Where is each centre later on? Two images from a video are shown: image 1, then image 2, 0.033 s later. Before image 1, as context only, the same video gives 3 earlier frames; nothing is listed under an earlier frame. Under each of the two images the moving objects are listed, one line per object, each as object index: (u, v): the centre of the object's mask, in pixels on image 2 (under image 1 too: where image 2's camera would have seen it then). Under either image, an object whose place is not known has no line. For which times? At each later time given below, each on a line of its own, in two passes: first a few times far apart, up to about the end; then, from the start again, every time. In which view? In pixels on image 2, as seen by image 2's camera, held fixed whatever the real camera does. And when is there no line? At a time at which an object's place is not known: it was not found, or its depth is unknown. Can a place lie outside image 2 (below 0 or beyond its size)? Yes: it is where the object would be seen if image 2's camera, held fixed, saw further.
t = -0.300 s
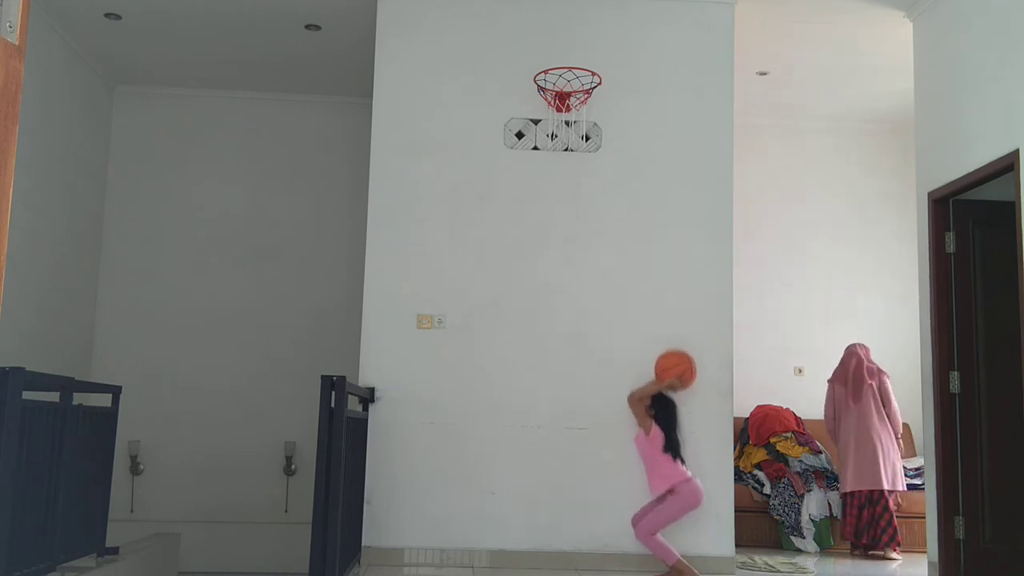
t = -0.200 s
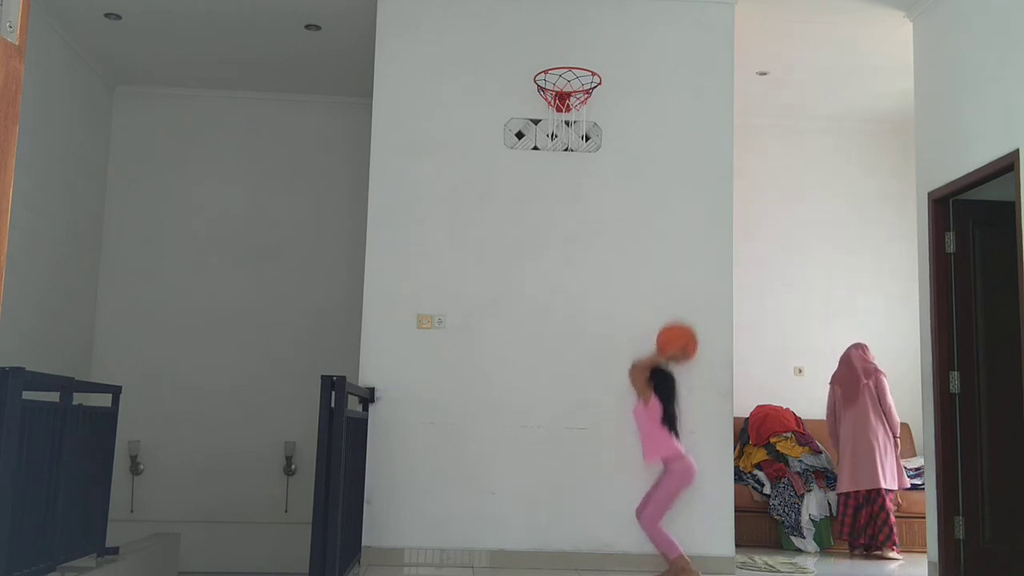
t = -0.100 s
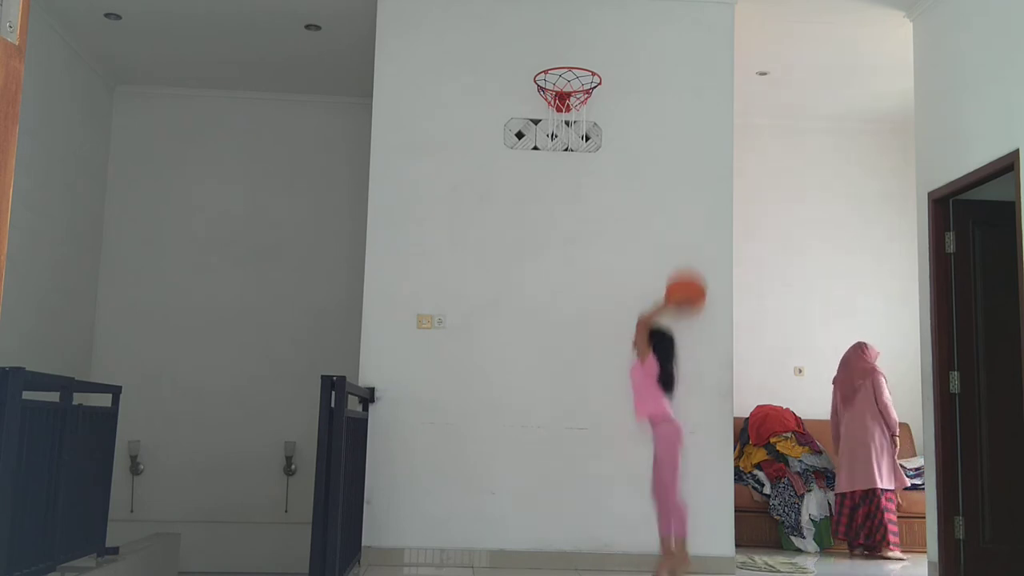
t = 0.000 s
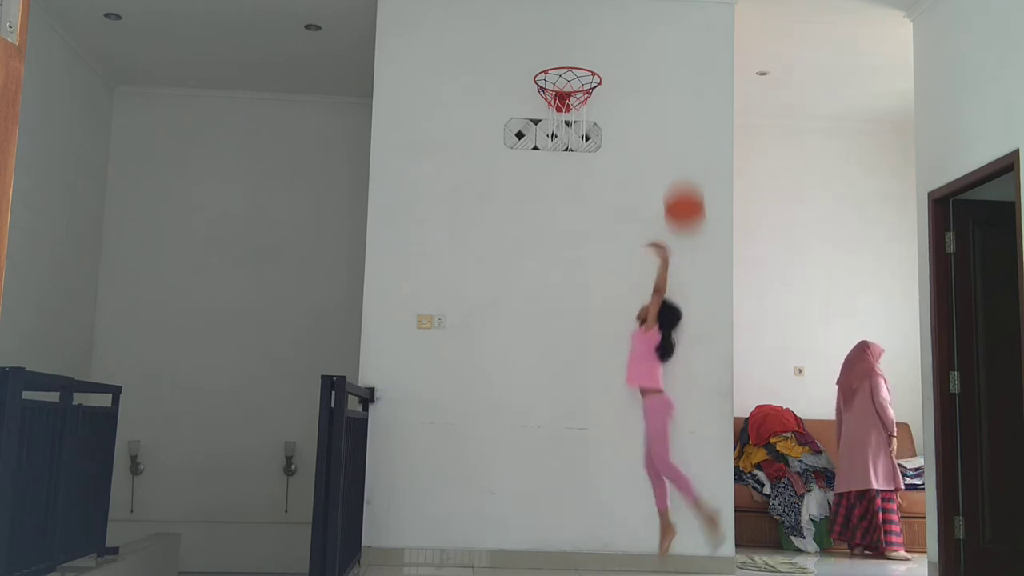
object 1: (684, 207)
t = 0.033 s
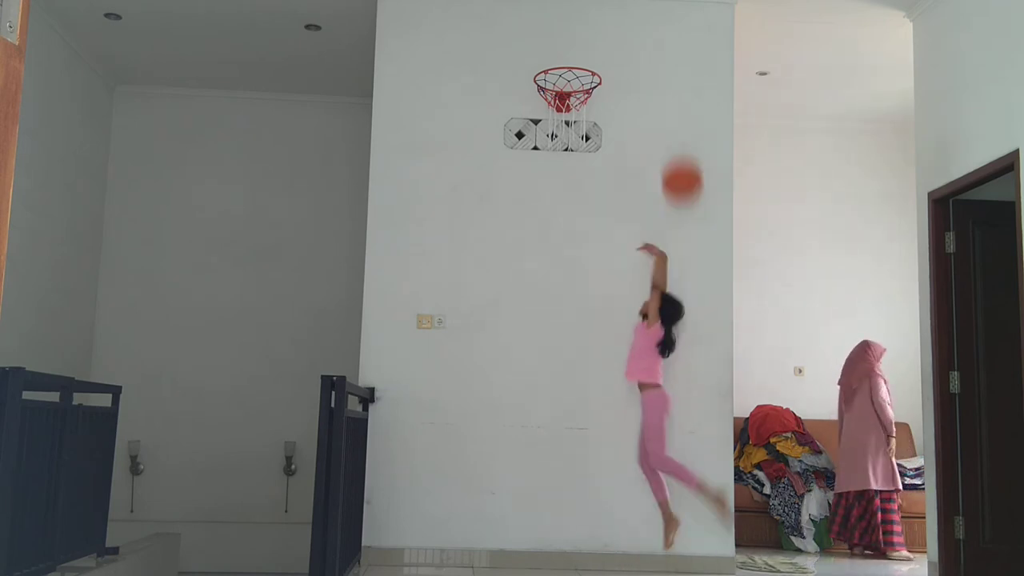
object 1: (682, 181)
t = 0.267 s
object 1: (667, 43)
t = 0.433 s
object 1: (655, 7)
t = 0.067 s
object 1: (680, 155)
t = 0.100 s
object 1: (678, 131)
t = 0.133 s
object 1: (676, 110)
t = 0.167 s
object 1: (673, 90)
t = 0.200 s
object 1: (671, 73)
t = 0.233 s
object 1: (669, 57)
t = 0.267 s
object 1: (667, 43)
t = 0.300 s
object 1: (665, 30)
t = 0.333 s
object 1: (662, 20)
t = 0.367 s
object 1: (660, 14)
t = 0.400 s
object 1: (658, 10)
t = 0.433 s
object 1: (655, 7)
